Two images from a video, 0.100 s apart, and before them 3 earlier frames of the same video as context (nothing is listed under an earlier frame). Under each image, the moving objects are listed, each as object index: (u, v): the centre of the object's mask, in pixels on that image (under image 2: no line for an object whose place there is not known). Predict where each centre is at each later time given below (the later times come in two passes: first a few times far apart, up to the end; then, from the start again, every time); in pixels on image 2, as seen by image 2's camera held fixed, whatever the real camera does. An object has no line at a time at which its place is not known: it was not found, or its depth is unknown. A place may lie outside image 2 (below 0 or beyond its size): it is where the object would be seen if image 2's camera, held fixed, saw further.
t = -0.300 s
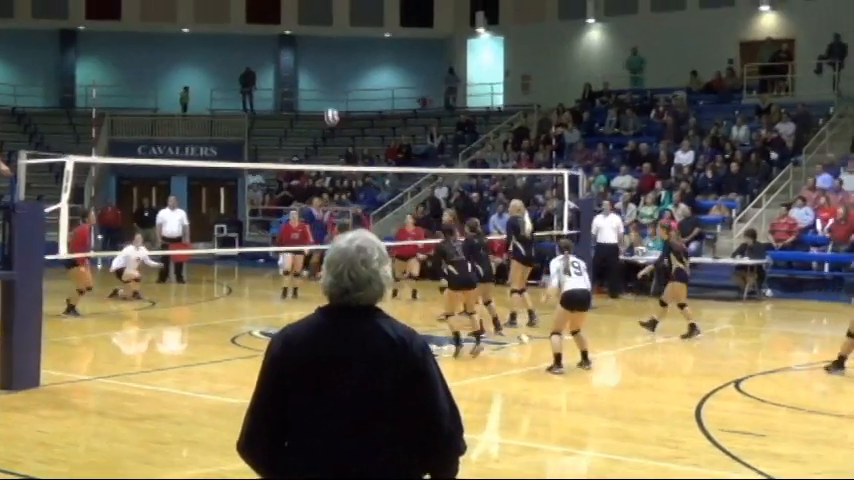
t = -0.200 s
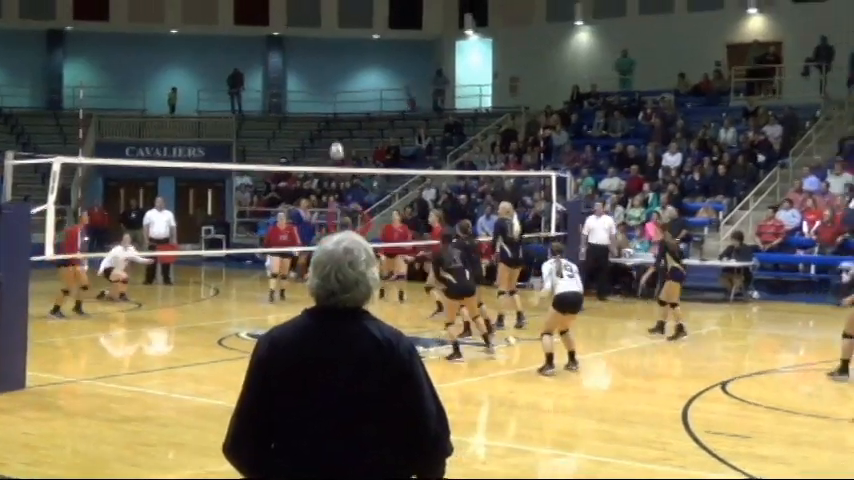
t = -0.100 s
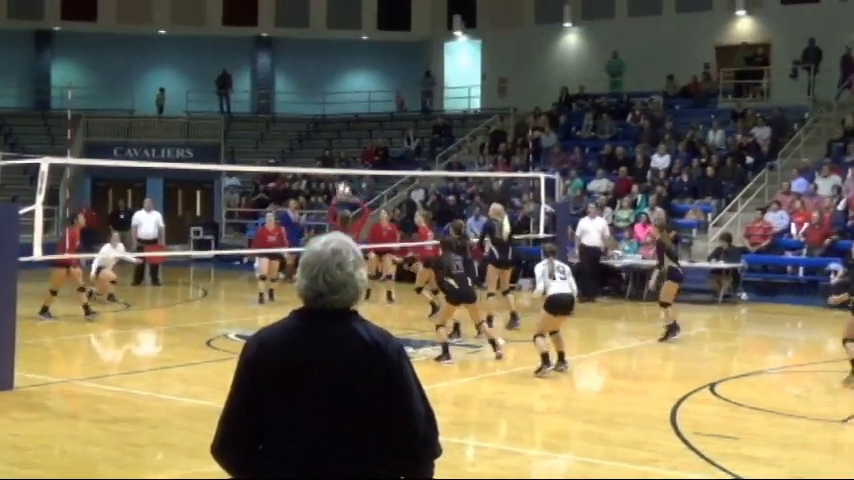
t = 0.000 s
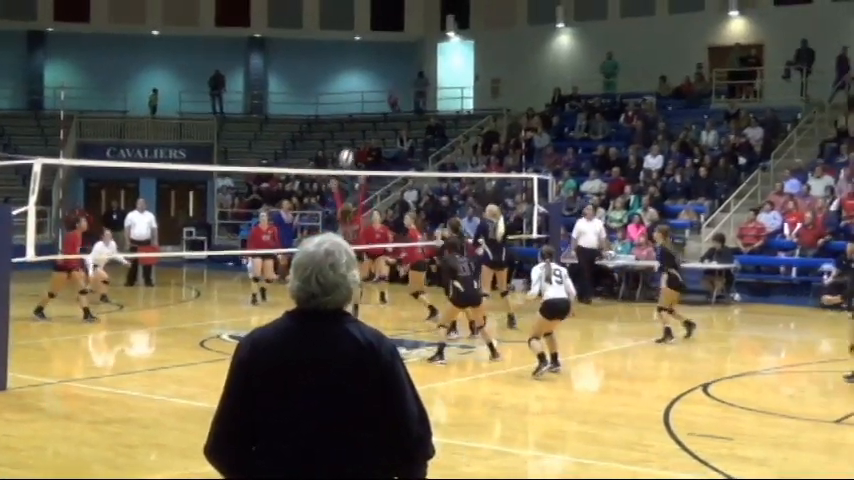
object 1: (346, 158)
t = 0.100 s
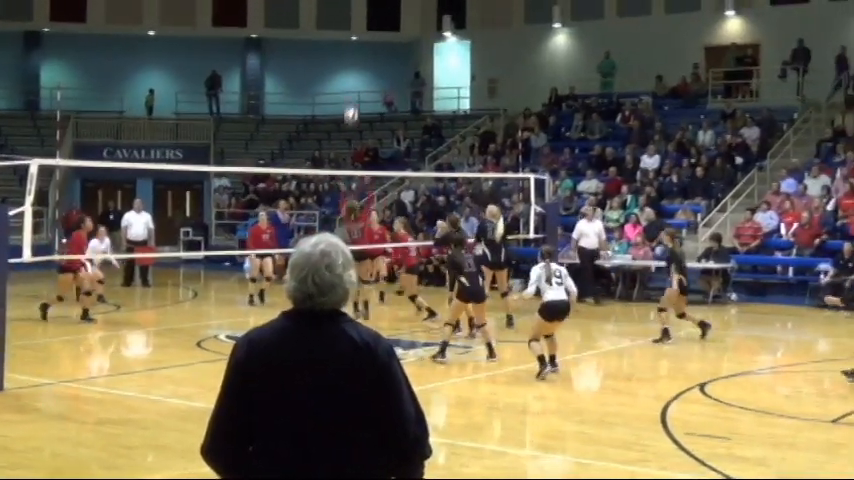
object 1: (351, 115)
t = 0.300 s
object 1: (365, 52)
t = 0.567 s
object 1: (382, 13)
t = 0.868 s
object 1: (400, 22)
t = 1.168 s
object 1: (417, 83)
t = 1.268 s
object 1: (422, 114)
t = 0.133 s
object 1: (354, 101)
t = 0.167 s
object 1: (357, 89)
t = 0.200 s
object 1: (359, 79)
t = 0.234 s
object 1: (361, 69)
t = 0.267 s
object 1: (363, 60)
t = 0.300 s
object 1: (365, 52)
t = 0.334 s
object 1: (368, 45)
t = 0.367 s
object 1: (370, 38)
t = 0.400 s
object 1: (372, 32)
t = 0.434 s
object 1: (373, 26)
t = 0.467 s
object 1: (376, 22)
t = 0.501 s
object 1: (378, 18)
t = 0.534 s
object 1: (380, 16)
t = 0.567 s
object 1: (382, 13)
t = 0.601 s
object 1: (384, 11)
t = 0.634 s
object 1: (386, 11)
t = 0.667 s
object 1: (388, 10)
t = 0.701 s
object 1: (390, 11)
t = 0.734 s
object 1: (393, 11)
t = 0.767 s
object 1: (394, 13)
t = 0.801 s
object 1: (396, 16)
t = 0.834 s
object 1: (398, 18)
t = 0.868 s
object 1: (400, 22)
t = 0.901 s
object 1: (402, 27)
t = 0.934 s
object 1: (404, 32)
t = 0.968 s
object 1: (406, 37)
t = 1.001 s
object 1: (408, 44)
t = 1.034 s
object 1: (410, 51)
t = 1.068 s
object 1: (412, 58)
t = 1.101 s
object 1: (414, 66)
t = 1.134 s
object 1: (415, 74)
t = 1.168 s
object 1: (417, 83)
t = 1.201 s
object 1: (419, 93)
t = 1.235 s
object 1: (420, 103)
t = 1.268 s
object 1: (422, 114)
